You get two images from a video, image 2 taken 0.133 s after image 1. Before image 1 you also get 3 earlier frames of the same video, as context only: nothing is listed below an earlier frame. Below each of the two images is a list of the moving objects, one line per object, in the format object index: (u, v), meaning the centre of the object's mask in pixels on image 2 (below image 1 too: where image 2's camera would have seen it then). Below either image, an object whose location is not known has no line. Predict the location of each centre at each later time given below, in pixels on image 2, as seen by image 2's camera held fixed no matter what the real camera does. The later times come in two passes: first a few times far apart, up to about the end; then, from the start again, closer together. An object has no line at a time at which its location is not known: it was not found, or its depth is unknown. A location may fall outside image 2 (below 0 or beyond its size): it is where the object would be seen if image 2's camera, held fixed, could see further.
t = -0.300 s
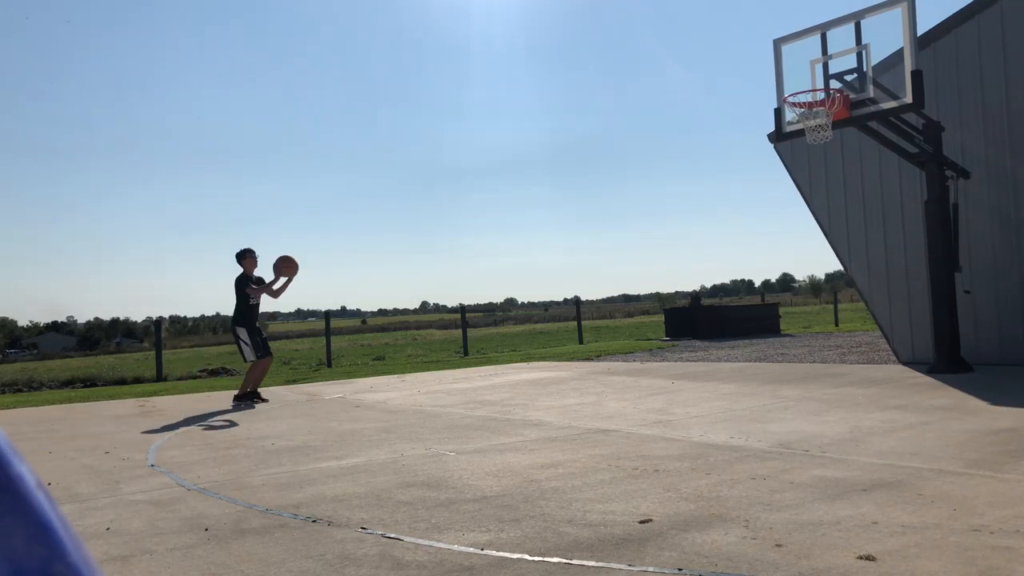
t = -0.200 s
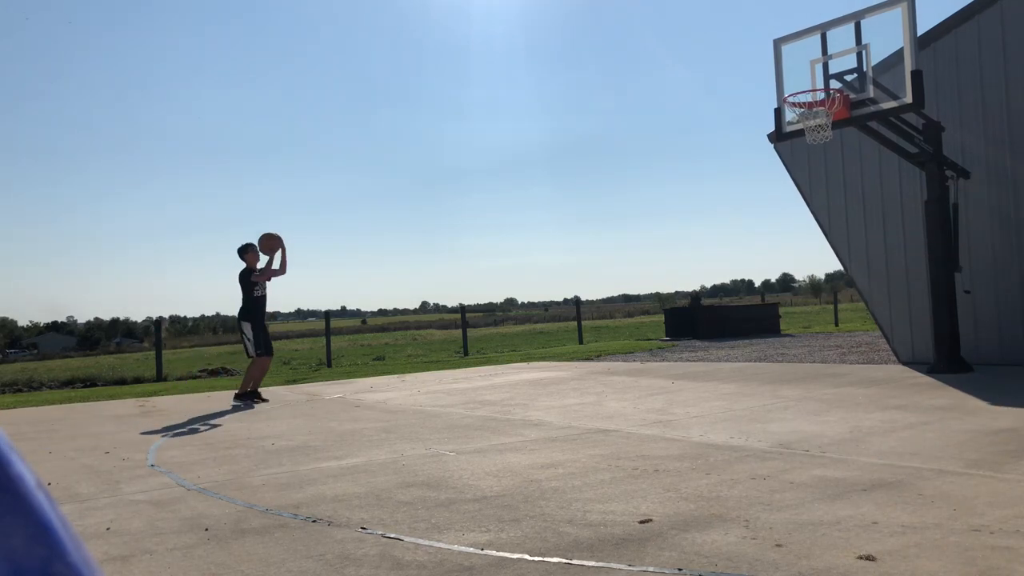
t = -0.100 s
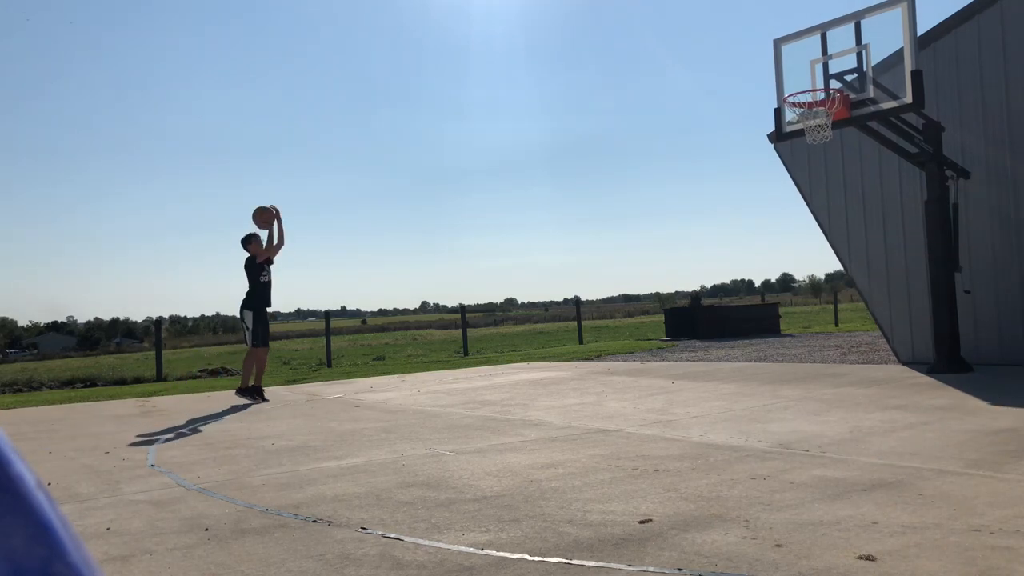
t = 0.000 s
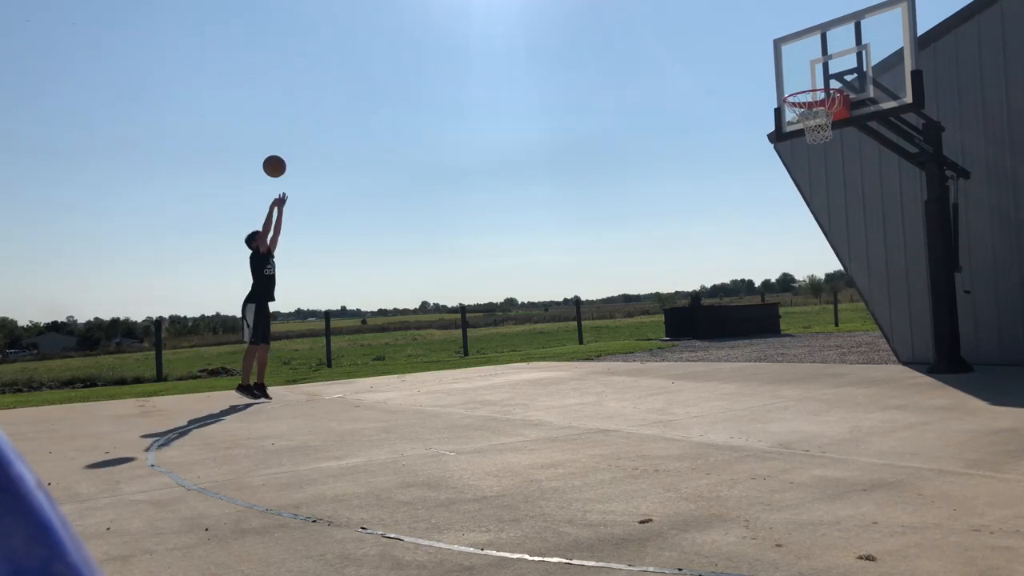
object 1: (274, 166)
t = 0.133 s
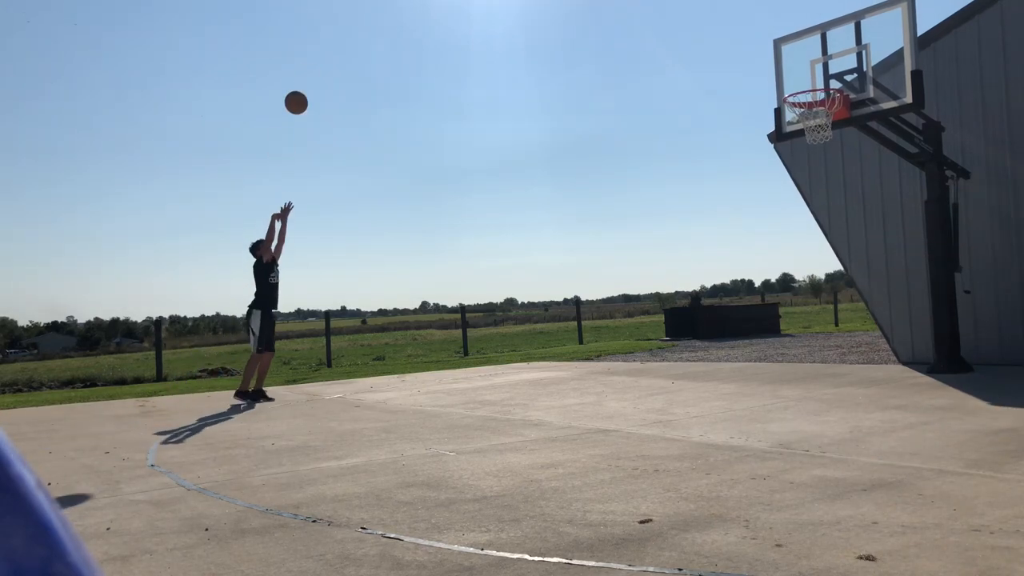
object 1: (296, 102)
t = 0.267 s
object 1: (319, 54)
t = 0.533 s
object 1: (370, 7)
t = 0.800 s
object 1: (428, 21)
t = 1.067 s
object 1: (494, 113)
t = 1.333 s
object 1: (569, 284)
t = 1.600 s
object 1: (616, 299)
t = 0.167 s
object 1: (301, 89)
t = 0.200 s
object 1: (307, 76)
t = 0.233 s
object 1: (313, 65)
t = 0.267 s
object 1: (319, 54)
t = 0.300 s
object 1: (325, 44)
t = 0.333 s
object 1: (331, 35)
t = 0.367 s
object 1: (337, 28)
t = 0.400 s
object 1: (344, 21)
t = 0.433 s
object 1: (350, 15)
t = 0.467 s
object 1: (357, 11)
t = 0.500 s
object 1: (363, 9)
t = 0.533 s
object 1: (370, 7)
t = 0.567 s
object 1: (377, 6)
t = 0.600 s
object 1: (384, 6)
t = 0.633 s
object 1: (391, 6)
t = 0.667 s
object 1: (398, 7)
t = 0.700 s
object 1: (405, 9)
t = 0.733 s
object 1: (413, 11)
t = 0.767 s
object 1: (420, 15)
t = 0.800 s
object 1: (428, 21)
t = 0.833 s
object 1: (436, 28)
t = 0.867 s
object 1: (443, 37)
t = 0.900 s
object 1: (451, 47)
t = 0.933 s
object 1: (459, 58)
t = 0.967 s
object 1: (468, 70)
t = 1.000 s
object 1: (476, 83)
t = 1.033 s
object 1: (485, 97)
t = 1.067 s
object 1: (494, 113)
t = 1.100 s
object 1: (502, 130)
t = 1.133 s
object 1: (511, 149)
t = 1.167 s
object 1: (520, 168)
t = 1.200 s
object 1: (530, 189)
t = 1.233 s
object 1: (539, 211)
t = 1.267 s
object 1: (549, 234)
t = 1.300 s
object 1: (559, 258)
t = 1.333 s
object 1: (569, 284)
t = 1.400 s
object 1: (589, 340)
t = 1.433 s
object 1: (600, 370)
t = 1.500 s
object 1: (610, 364)
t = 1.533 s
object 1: (612, 341)
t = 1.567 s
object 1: (614, 319)
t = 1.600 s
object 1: (616, 299)
